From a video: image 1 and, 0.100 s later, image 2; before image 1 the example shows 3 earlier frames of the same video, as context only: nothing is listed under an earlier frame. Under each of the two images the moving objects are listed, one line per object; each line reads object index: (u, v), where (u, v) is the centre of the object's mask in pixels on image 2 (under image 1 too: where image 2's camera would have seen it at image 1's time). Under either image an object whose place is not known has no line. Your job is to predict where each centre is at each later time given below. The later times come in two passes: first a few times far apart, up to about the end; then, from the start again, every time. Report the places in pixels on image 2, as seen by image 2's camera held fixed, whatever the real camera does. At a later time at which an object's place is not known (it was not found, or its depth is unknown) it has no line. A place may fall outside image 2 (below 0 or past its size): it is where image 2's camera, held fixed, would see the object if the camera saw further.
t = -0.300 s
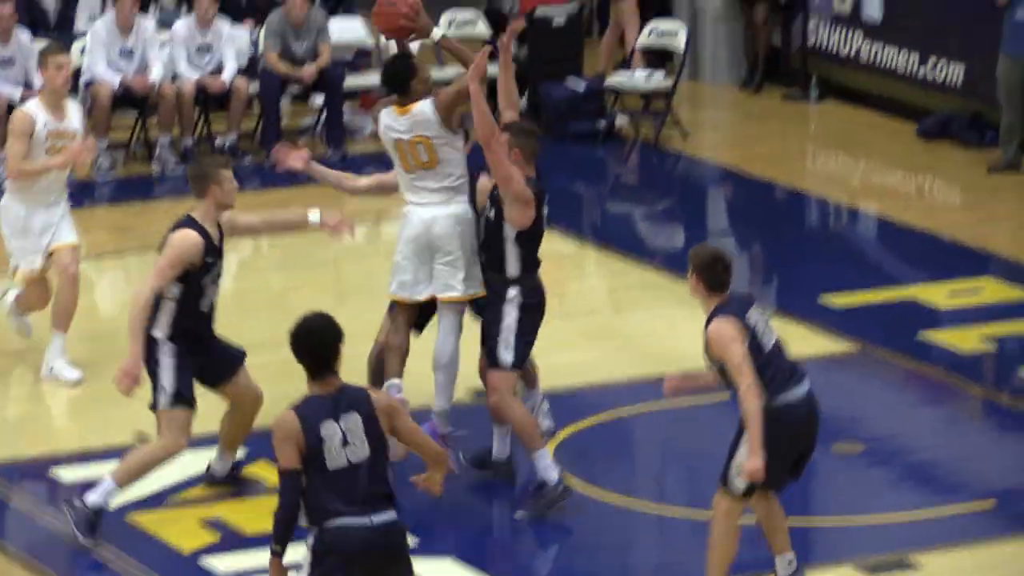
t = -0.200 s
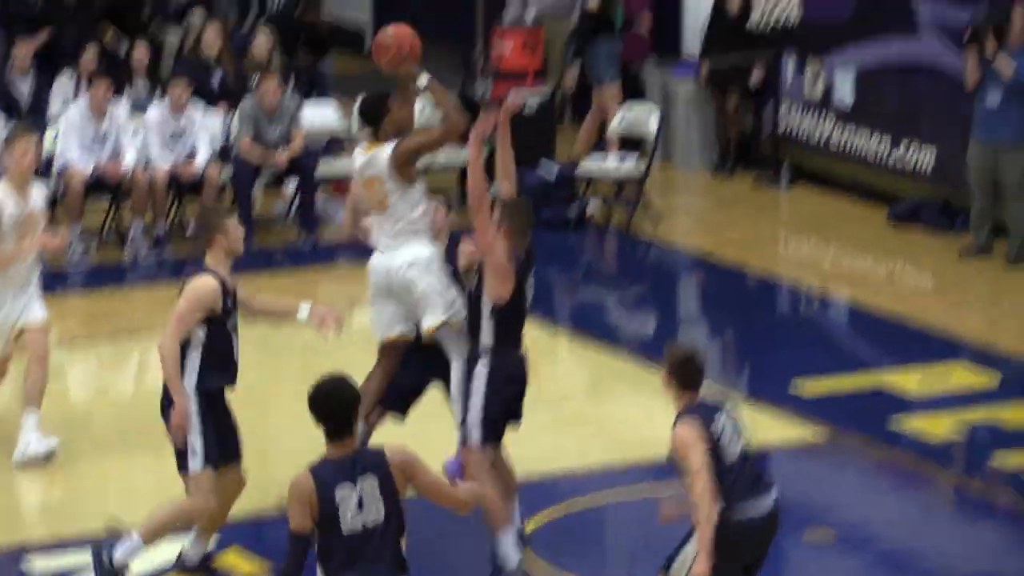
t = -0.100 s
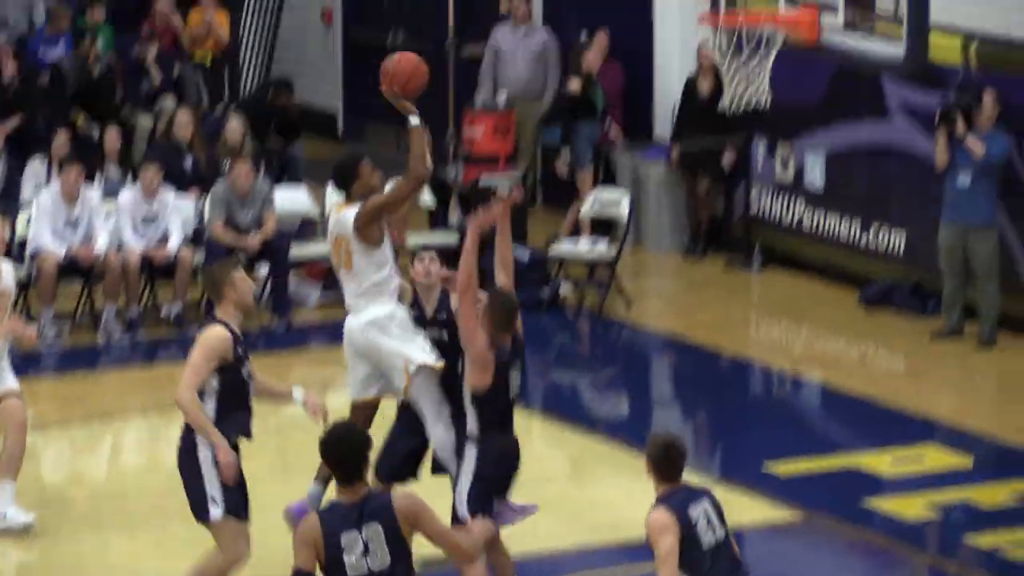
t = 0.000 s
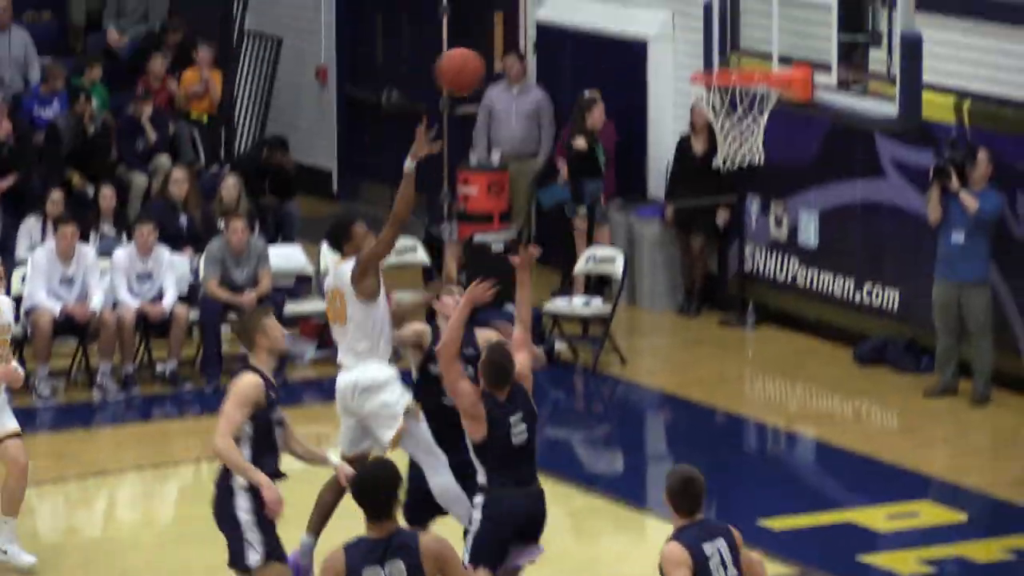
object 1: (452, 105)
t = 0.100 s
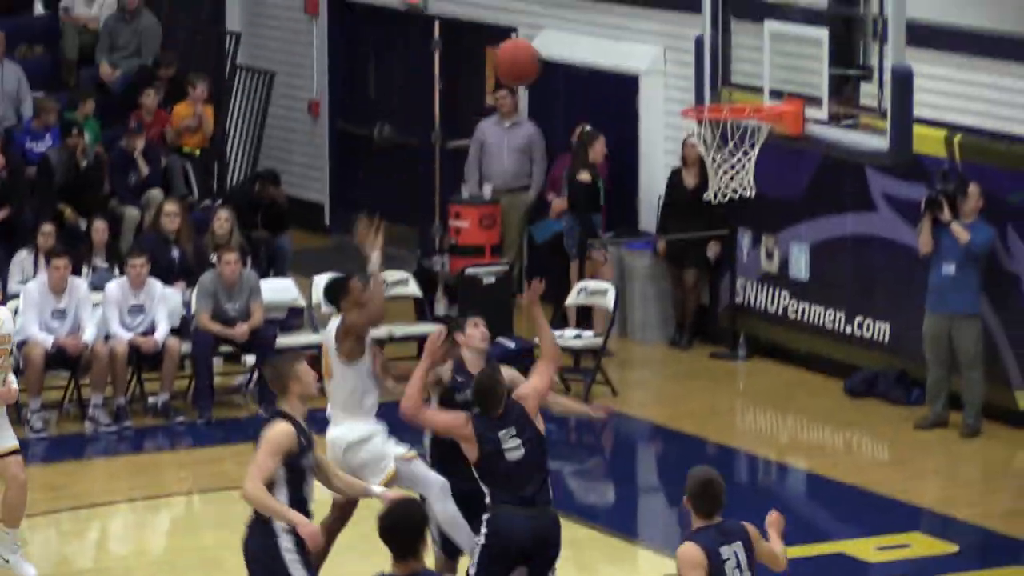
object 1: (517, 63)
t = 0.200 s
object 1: (579, 39)
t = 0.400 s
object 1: (705, 53)
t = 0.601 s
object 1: (760, 48)
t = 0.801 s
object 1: (724, 39)
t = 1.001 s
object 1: (695, 89)
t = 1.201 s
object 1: (713, 98)
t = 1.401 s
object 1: (729, 188)
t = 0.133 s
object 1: (537, 53)
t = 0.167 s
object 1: (558, 45)
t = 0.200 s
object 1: (579, 39)
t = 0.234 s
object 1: (600, 36)
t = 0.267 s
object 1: (620, 35)
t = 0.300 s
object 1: (641, 37)
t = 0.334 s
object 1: (663, 40)
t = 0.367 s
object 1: (683, 46)
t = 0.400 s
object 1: (705, 53)
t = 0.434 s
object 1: (724, 63)
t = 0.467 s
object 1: (745, 75)
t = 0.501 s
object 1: (762, 82)
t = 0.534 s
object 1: (770, 68)
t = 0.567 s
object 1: (765, 57)
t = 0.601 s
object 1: (760, 48)
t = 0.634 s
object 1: (754, 42)
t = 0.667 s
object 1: (747, 37)
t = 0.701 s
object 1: (741, 34)
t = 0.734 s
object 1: (736, 34)
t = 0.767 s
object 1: (729, 35)
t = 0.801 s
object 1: (724, 39)
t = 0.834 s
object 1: (718, 44)
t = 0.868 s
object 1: (711, 53)
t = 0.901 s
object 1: (706, 63)
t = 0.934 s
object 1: (700, 75)
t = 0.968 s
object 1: (694, 89)
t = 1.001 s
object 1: (695, 89)
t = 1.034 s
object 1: (698, 86)
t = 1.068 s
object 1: (701, 85)
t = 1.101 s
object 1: (704, 86)
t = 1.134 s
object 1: (707, 89)
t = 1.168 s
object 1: (710, 94)
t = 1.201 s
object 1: (713, 98)
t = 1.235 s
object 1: (716, 103)
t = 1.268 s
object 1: (718, 125)
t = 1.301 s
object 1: (722, 138)
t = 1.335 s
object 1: (725, 147)
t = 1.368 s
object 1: (726, 170)
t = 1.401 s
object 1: (729, 188)
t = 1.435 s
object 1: (732, 212)
